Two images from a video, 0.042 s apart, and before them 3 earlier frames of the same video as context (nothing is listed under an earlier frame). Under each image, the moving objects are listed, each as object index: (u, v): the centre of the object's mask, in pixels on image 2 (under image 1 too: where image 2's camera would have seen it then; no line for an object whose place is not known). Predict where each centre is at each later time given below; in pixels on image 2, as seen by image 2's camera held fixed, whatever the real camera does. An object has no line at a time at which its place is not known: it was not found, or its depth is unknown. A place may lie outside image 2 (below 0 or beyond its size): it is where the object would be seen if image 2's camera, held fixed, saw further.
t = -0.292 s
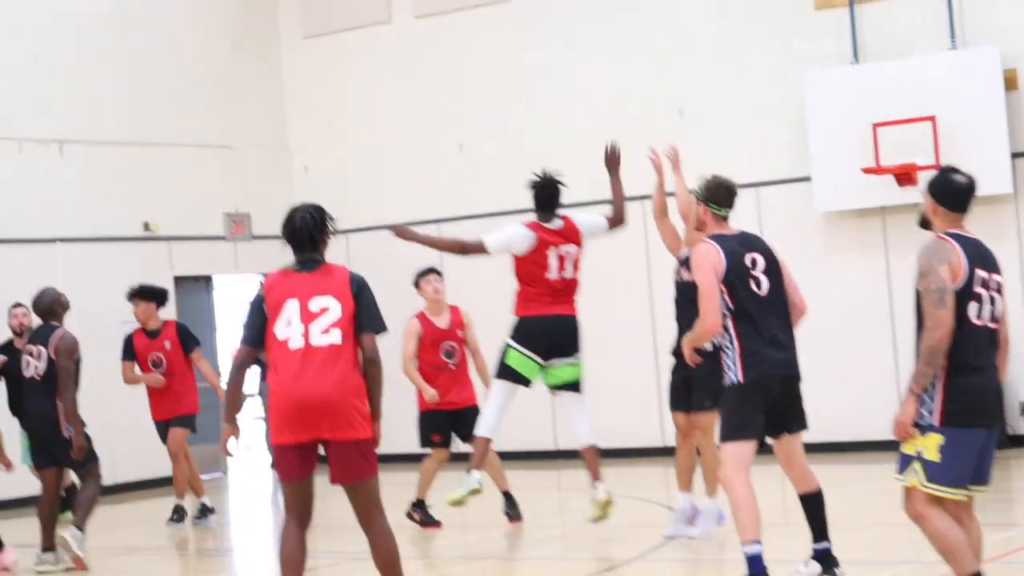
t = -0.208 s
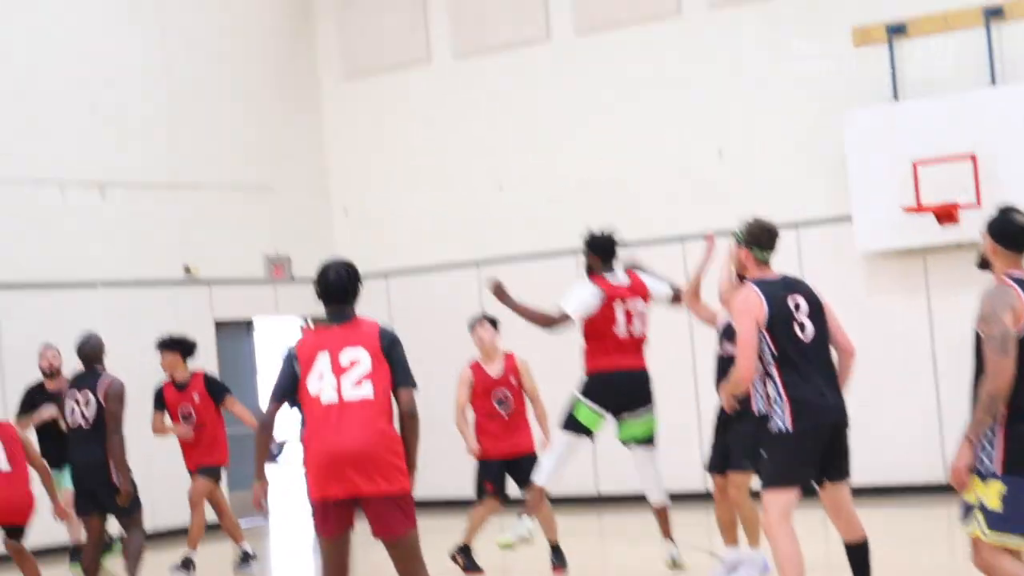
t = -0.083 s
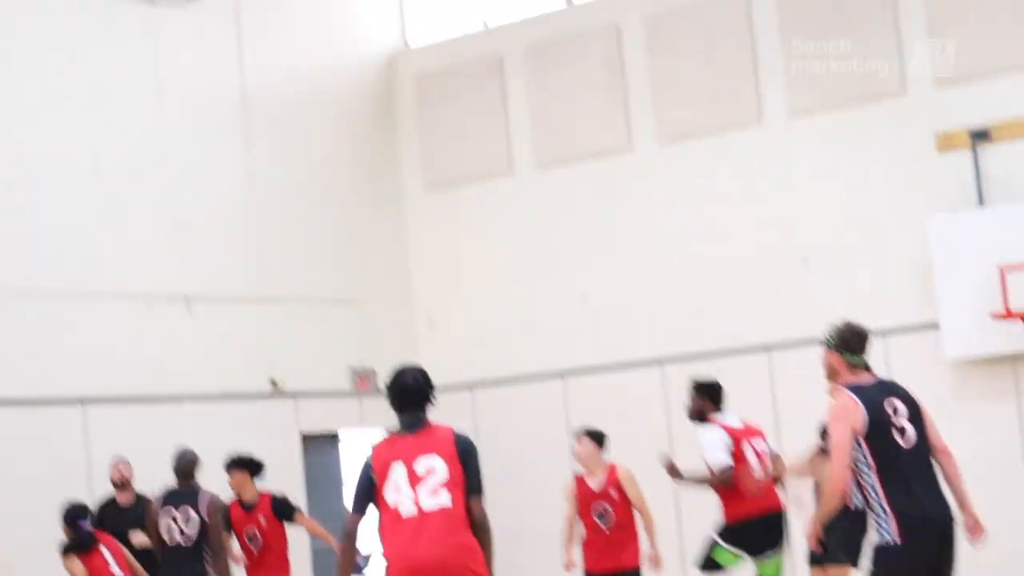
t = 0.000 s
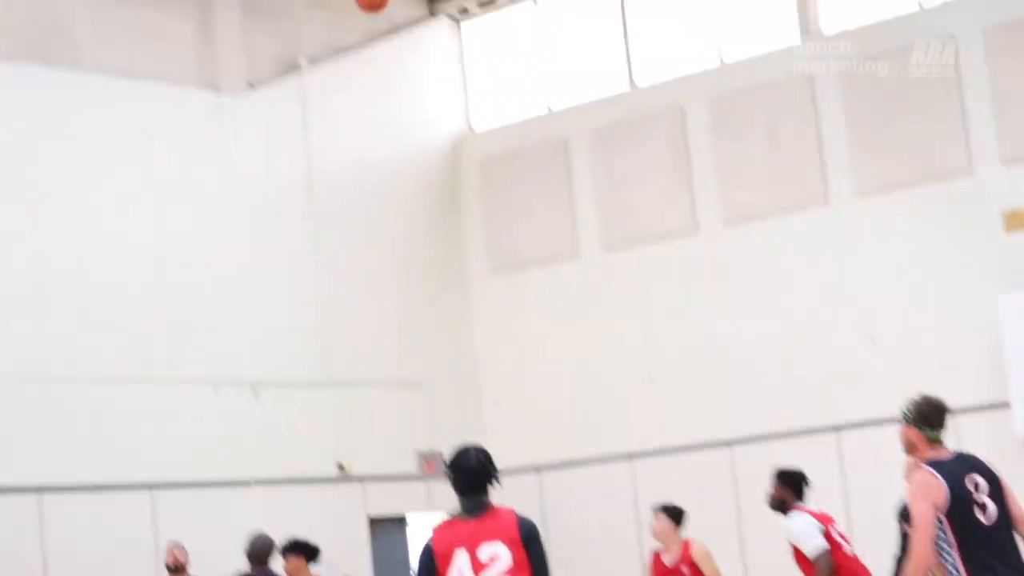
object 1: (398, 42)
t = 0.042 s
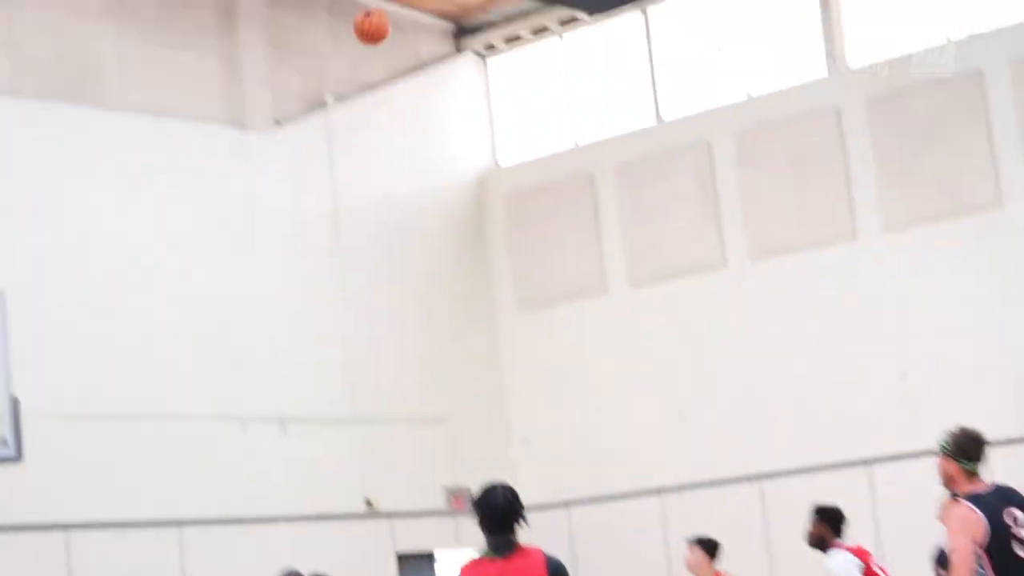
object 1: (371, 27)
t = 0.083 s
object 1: (333, 24)
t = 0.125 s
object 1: (308, 25)
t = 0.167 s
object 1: (282, 30)
